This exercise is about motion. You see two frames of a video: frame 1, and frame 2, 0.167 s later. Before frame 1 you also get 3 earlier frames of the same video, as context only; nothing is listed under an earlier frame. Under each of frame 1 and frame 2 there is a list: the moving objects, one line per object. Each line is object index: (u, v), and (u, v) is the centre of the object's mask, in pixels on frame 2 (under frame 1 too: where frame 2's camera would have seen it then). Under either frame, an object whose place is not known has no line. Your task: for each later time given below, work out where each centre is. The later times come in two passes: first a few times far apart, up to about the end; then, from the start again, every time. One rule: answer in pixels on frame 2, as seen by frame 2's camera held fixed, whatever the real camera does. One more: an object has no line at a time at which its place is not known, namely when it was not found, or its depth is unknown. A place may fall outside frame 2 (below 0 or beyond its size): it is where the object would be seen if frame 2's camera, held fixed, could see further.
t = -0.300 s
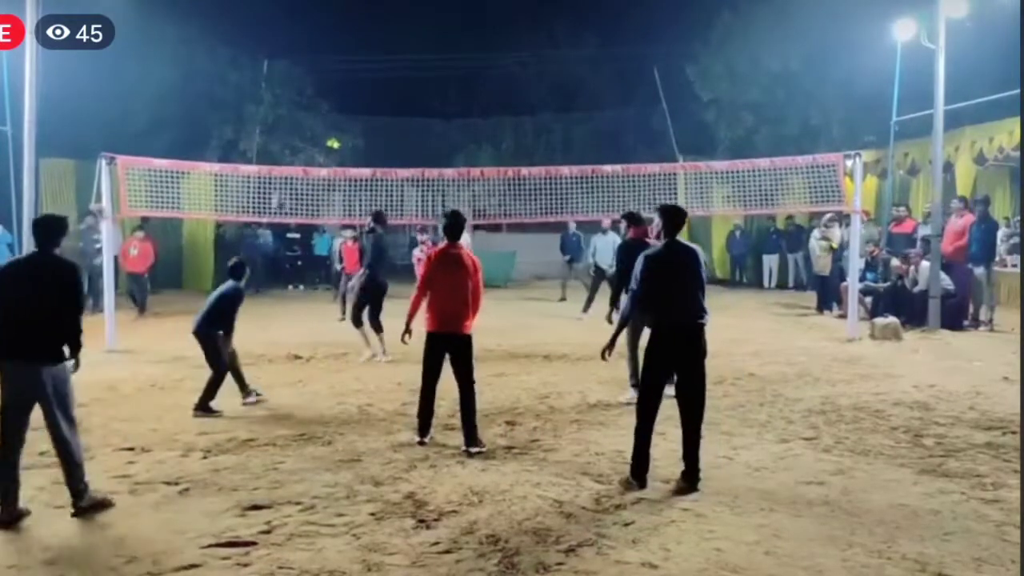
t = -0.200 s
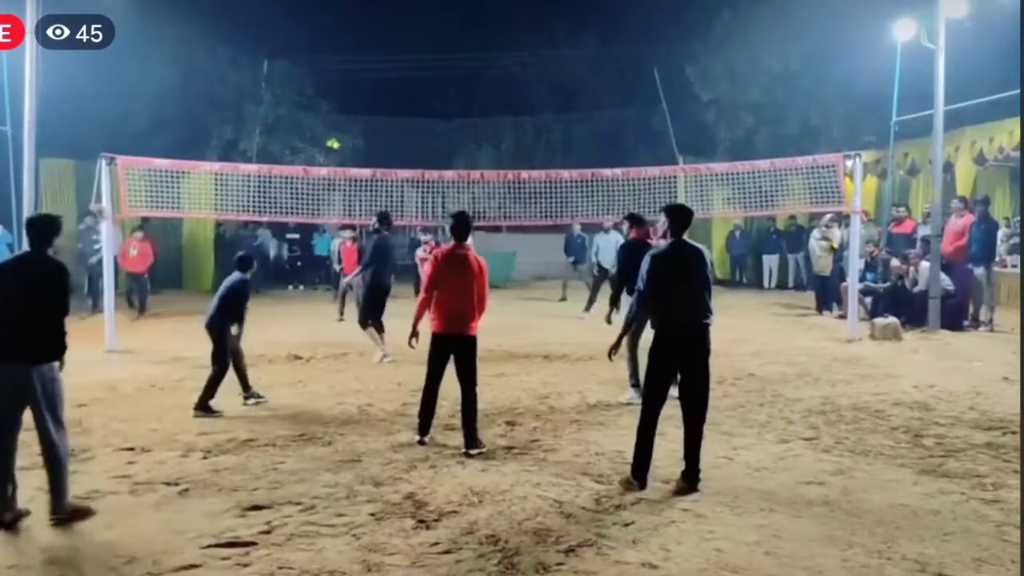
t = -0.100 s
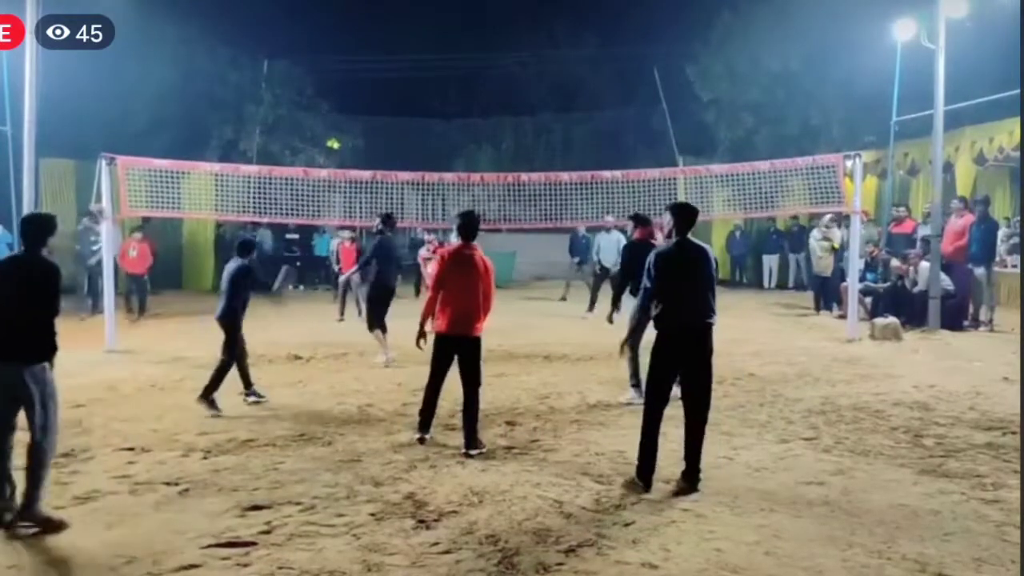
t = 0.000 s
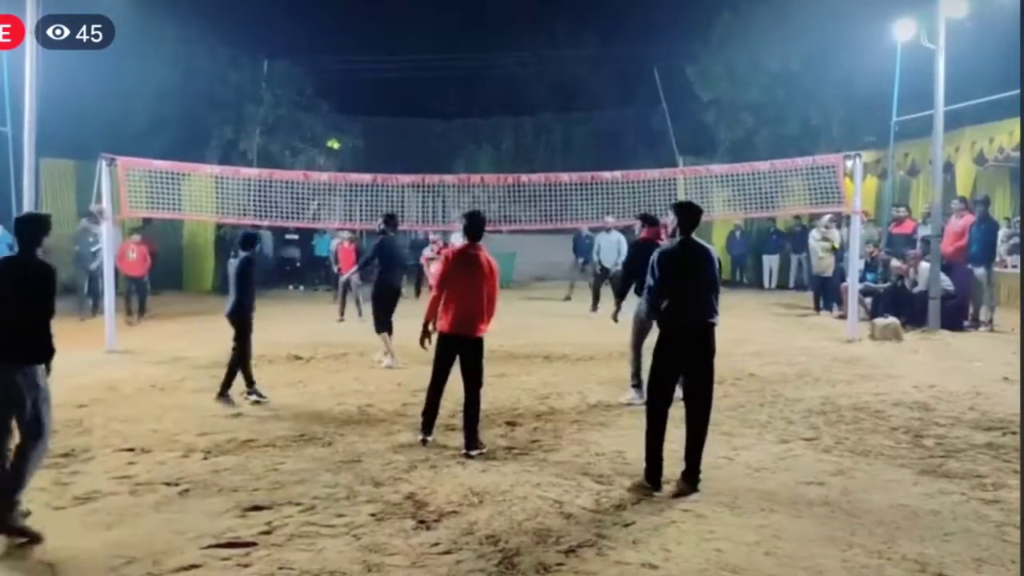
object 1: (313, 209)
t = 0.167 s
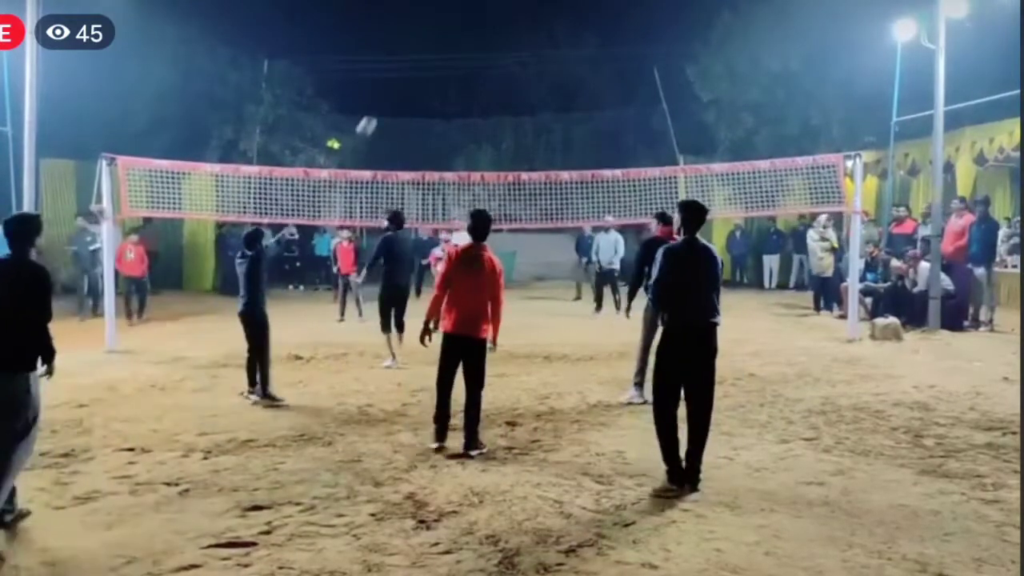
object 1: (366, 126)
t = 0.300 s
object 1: (399, 87)
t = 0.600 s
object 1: (456, 62)
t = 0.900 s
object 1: (498, 99)
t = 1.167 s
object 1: (527, 166)
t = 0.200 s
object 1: (375, 114)
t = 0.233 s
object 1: (383, 103)
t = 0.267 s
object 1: (391, 94)
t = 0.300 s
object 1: (399, 87)
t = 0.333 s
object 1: (406, 80)
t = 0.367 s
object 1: (414, 74)
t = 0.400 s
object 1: (420, 70)
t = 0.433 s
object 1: (427, 66)
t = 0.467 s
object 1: (433, 64)
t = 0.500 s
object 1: (439, 62)
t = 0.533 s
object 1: (445, 62)
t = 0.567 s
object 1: (451, 61)
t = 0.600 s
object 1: (456, 62)
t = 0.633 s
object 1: (462, 64)
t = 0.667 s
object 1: (467, 65)
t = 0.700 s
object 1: (471, 69)
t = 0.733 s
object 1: (476, 72)
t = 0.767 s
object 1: (481, 76)
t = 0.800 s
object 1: (486, 81)
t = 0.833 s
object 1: (490, 87)
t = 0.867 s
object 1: (494, 93)
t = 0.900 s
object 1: (498, 99)
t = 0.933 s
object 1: (502, 106)
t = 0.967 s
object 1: (506, 114)
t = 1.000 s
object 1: (510, 122)
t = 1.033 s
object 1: (513, 130)
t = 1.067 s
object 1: (517, 139)
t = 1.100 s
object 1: (520, 148)
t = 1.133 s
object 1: (524, 158)
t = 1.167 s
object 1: (527, 166)
